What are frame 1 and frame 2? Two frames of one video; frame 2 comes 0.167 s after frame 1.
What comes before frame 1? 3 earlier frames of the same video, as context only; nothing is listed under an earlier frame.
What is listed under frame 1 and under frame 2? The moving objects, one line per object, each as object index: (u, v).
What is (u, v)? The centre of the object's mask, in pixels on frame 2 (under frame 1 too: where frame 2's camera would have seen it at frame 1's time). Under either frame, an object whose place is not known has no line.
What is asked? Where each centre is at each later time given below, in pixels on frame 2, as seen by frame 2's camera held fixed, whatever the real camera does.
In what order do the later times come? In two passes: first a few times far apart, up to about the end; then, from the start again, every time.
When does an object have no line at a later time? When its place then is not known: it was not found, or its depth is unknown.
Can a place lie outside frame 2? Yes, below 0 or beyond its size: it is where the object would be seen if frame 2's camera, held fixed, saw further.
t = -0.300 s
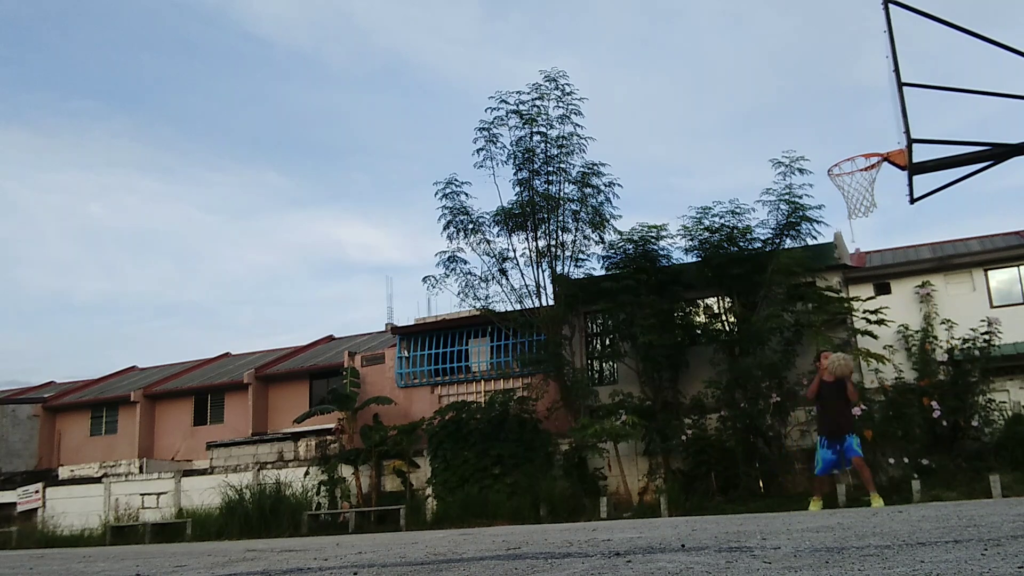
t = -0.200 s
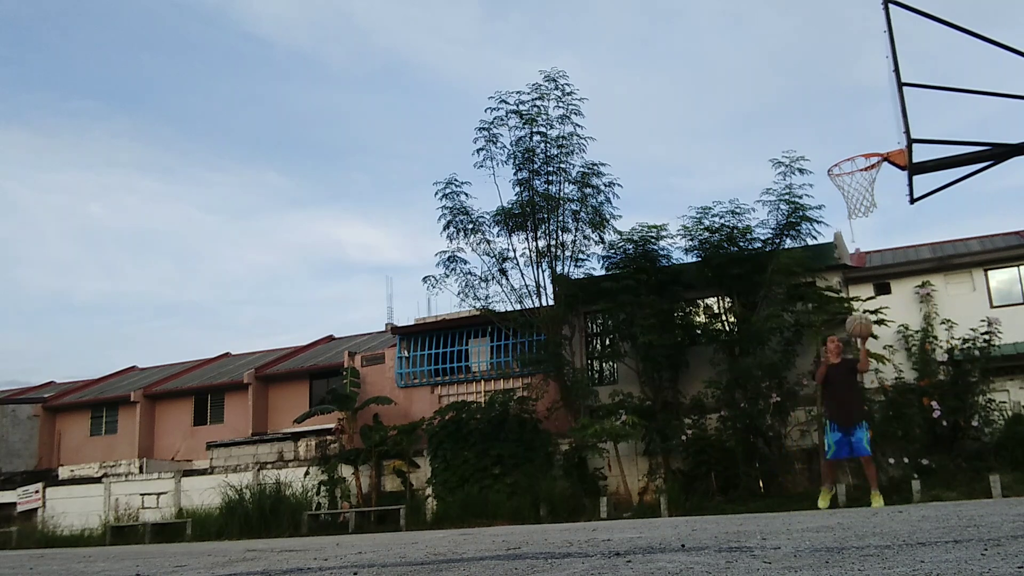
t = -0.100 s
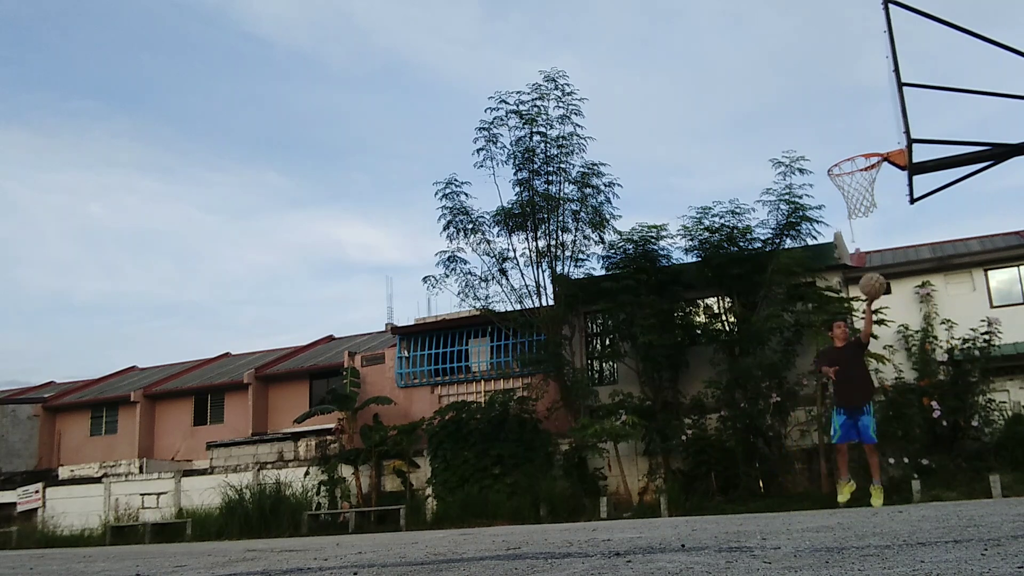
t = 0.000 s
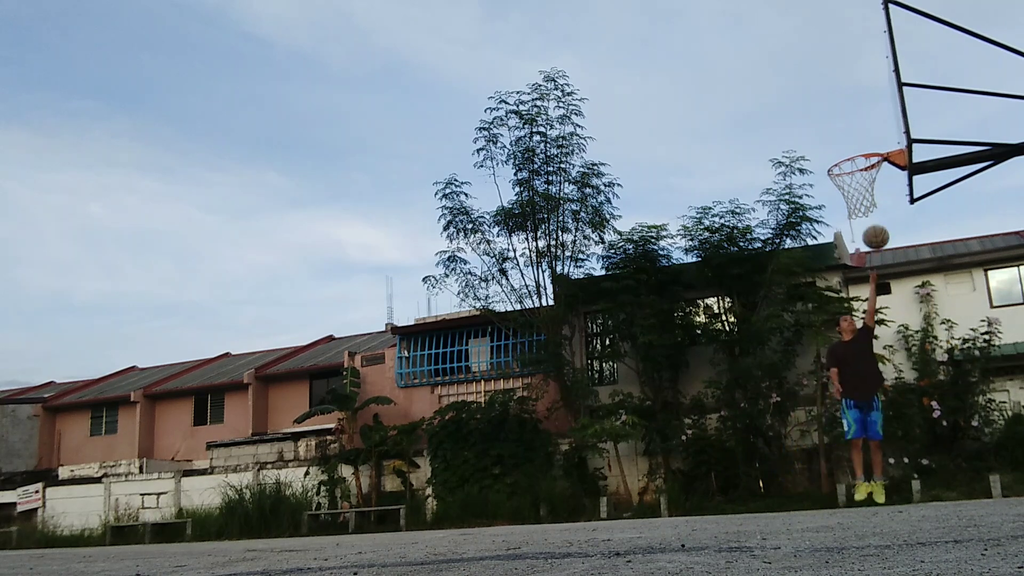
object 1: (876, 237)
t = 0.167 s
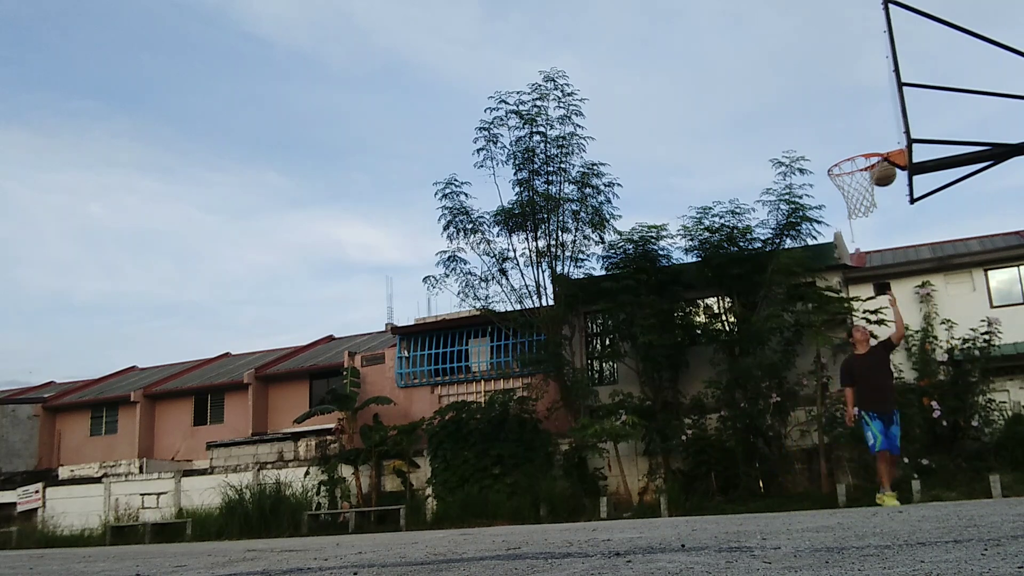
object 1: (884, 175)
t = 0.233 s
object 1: (885, 153)
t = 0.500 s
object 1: (869, 141)
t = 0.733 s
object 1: (858, 187)
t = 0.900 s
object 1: (850, 217)
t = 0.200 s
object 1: (883, 167)
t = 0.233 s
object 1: (885, 153)
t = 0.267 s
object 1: (886, 145)
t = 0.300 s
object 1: (884, 142)
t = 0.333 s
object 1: (881, 140)
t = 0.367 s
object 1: (878, 139)
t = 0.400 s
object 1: (876, 138)
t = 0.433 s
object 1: (873, 138)
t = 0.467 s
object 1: (871, 139)
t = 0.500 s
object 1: (869, 141)
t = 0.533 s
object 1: (867, 143)
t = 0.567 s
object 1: (865, 146)
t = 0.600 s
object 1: (863, 156)
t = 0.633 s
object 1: (862, 162)
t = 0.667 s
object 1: (861, 170)
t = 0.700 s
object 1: (860, 179)
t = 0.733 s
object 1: (858, 187)
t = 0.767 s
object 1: (856, 193)
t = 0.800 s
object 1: (855, 197)
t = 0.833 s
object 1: (853, 202)
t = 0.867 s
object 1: (852, 209)
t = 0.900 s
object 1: (850, 217)
